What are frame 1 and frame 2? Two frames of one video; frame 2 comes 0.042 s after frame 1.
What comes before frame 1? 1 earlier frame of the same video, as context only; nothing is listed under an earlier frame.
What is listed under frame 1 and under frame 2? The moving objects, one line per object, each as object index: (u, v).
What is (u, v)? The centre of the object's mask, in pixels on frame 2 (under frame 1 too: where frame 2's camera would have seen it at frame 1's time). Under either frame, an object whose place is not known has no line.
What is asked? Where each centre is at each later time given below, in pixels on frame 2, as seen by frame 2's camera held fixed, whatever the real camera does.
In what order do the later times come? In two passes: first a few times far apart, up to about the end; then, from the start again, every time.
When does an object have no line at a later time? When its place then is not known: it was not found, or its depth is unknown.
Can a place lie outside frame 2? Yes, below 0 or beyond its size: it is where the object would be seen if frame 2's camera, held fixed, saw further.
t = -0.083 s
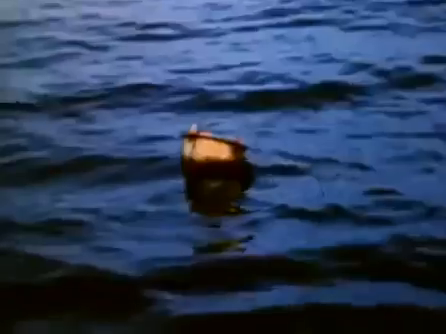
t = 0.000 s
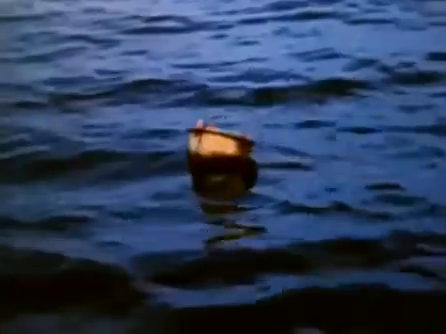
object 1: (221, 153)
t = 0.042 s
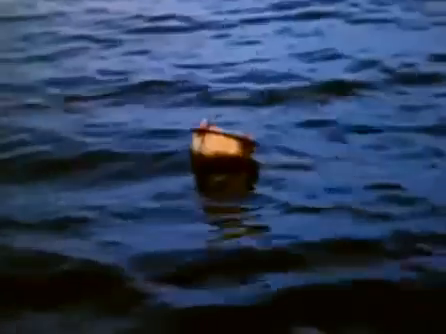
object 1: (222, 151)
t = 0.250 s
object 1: (222, 149)
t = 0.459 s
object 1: (222, 147)
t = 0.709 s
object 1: (226, 142)
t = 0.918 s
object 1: (225, 154)
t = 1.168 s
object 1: (220, 149)
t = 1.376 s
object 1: (219, 146)
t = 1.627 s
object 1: (218, 146)
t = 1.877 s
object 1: (223, 148)
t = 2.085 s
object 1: (222, 157)
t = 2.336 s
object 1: (223, 155)
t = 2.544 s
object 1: (223, 149)
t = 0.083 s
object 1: (223, 151)
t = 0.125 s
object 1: (222, 150)
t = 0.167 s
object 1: (223, 150)
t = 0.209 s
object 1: (224, 149)
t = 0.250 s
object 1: (222, 149)
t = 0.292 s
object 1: (222, 148)
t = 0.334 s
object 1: (222, 148)
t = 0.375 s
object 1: (222, 148)
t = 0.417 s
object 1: (222, 148)
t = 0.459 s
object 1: (222, 147)
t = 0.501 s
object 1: (222, 147)
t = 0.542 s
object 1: (223, 145)
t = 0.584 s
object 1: (223, 145)
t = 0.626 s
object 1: (224, 143)
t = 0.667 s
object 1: (226, 143)
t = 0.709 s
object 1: (226, 142)
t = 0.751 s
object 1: (227, 142)
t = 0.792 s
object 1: (227, 141)
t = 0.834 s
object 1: (228, 140)
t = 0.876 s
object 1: (224, 155)
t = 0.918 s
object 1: (225, 154)
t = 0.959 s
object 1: (222, 154)
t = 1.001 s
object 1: (224, 153)
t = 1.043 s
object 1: (222, 152)
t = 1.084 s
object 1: (221, 151)
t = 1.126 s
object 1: (219, 150)
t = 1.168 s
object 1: (220, 149)
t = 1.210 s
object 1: (221, 149)
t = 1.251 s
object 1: (221, 148)
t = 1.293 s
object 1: (221, 147)
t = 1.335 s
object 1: (220, 146)
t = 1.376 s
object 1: (219, 146)
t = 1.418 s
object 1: (219, 145)
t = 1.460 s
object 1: (217, 146)
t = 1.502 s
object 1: (218, 146)
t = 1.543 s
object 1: (218, 146)
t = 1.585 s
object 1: (218, 145)
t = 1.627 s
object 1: (218, 146)
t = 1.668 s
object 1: (219, 146)
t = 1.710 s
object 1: (220, 147)
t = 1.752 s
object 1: (222, 147)
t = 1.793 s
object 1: (223, 148)
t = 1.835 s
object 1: (223, 147)
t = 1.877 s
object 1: (223, 148)
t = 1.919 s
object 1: (222, 148)
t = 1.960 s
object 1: (222, 148)
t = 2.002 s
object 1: (223, 149)
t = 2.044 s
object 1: (222, 158)
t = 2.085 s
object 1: (222, 157)
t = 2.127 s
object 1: (222, 157)
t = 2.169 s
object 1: (222, 157)
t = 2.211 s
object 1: (223, 157)
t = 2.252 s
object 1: (224, 158)
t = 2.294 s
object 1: (223, 157)
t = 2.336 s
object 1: (223, 155)
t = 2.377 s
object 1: (221, 147)
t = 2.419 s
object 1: (222, 146)
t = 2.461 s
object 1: (221, 145)
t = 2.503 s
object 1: (221, 144)
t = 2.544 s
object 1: (223, 149)
